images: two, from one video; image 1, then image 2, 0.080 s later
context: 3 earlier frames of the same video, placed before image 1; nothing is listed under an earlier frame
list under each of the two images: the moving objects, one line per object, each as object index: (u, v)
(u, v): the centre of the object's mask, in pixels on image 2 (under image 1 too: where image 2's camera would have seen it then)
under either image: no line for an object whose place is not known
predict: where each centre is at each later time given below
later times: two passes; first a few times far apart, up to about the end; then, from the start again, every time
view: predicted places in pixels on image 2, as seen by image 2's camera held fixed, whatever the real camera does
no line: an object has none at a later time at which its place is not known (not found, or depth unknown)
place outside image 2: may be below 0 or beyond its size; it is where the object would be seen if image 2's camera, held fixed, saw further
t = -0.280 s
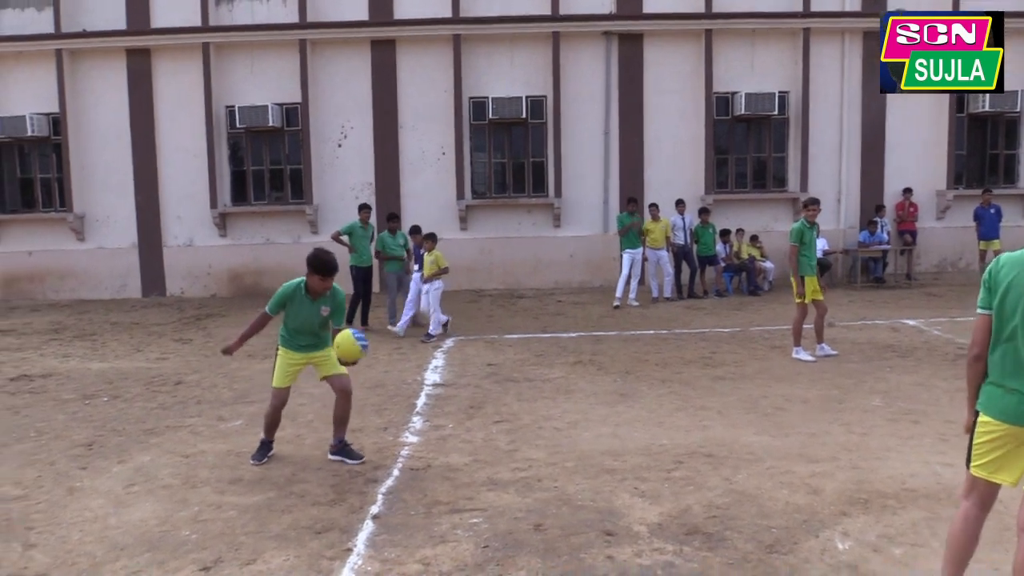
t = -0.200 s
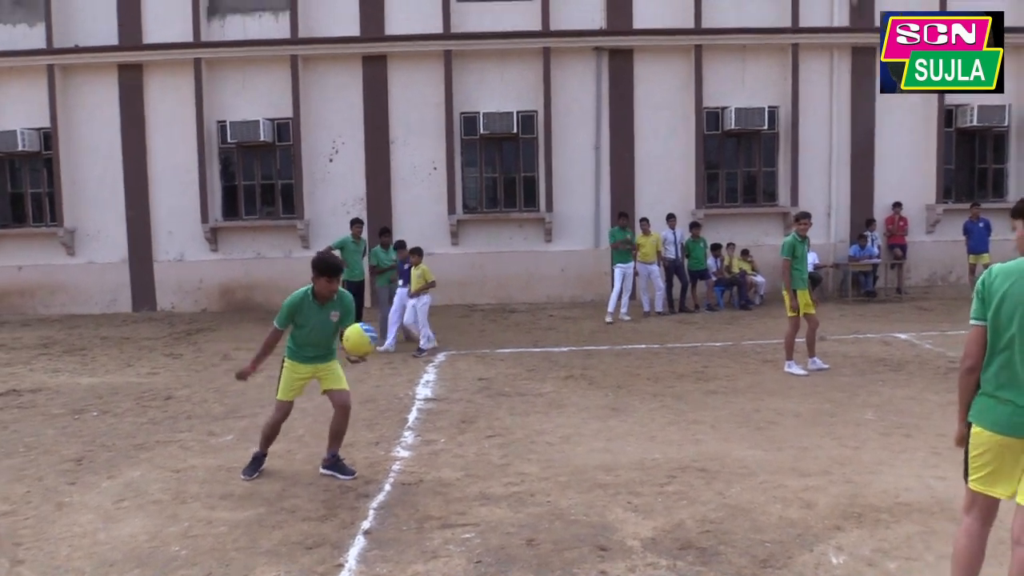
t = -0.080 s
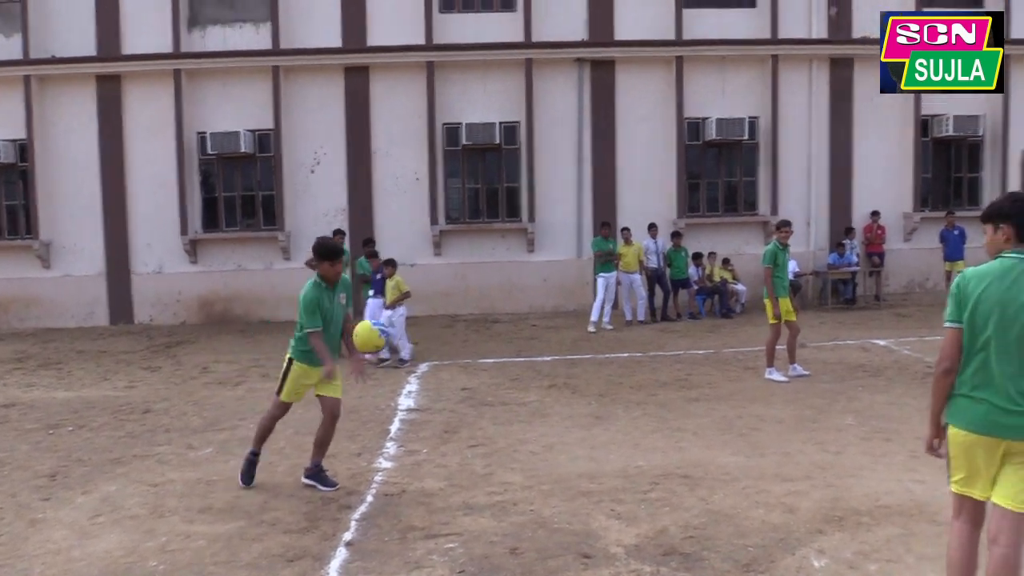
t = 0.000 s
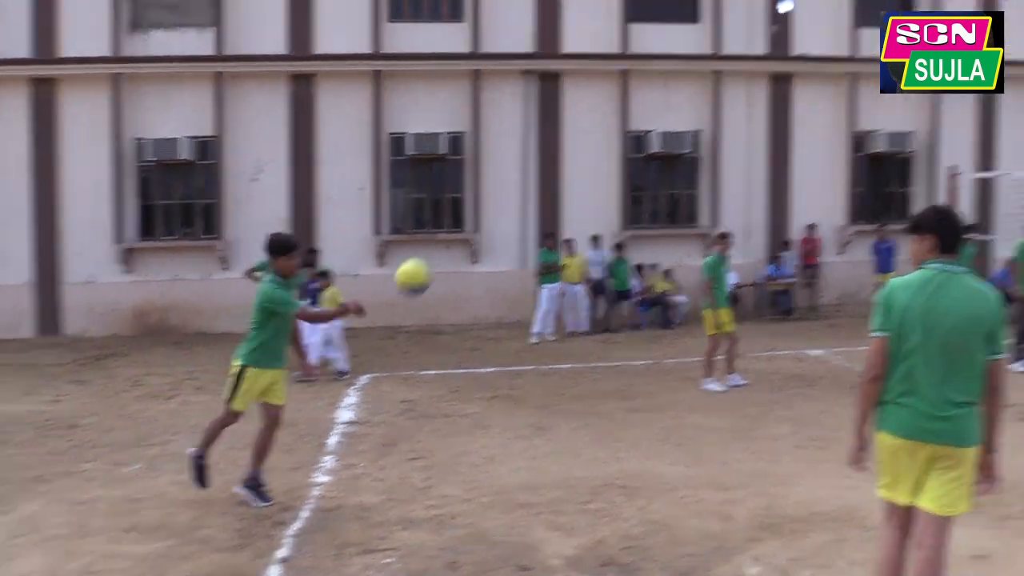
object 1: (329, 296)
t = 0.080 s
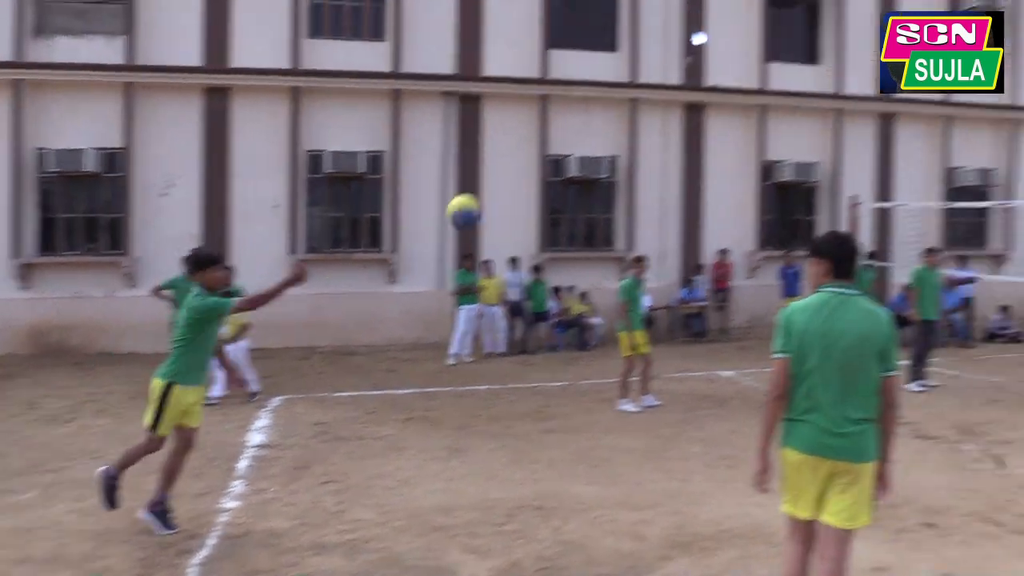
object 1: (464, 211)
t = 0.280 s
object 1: (717, 85)
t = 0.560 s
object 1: (942, 43)
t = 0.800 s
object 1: (1065, 69)
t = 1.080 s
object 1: (1159, 145)
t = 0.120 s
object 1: (523, 176)
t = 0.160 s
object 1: (578, 147)
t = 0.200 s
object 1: (628, 122)
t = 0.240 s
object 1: (675, 101)
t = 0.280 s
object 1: (717, 85)
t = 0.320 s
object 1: (757, 71)
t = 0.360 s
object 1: (793, 61)
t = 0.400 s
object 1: (828, 53)
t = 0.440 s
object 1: (859, 48)
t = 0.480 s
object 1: (889, 44)
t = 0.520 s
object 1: (916, 43)
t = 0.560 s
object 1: (942, 43)
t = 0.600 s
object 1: (966, 42)
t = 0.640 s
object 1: (988, 45)
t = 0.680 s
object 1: (1009, 51)
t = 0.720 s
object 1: (1029, 56)
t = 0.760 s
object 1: (1047, 61)
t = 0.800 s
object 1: (1065, 69)
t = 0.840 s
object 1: (1081, 78)
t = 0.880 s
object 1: (1095, 88)
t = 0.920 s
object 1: (1109, 98)
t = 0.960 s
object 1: (1123, 108)
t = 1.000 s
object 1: (1135, 120)
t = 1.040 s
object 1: (1146, 132)
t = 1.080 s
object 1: (1159, 145)
